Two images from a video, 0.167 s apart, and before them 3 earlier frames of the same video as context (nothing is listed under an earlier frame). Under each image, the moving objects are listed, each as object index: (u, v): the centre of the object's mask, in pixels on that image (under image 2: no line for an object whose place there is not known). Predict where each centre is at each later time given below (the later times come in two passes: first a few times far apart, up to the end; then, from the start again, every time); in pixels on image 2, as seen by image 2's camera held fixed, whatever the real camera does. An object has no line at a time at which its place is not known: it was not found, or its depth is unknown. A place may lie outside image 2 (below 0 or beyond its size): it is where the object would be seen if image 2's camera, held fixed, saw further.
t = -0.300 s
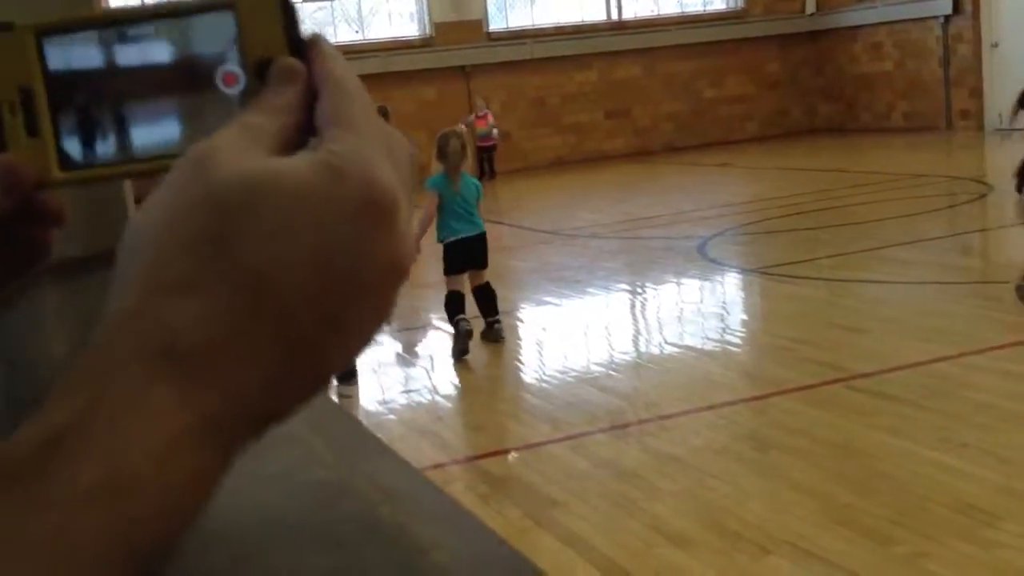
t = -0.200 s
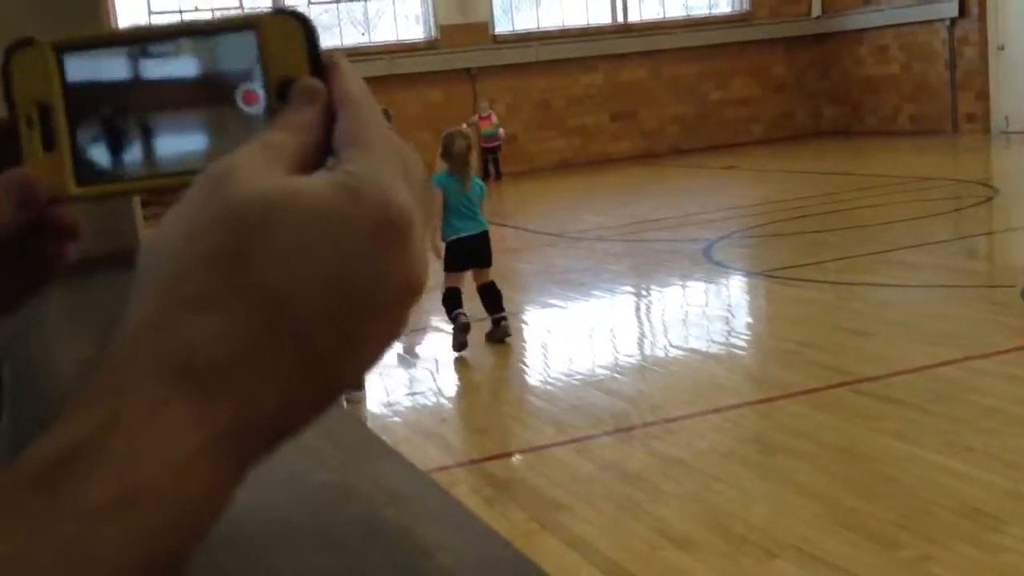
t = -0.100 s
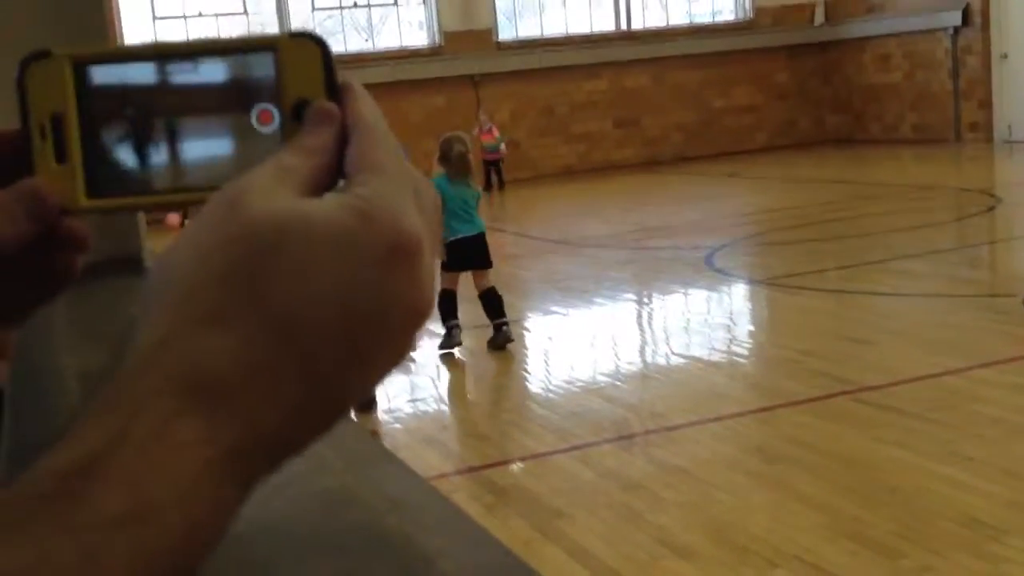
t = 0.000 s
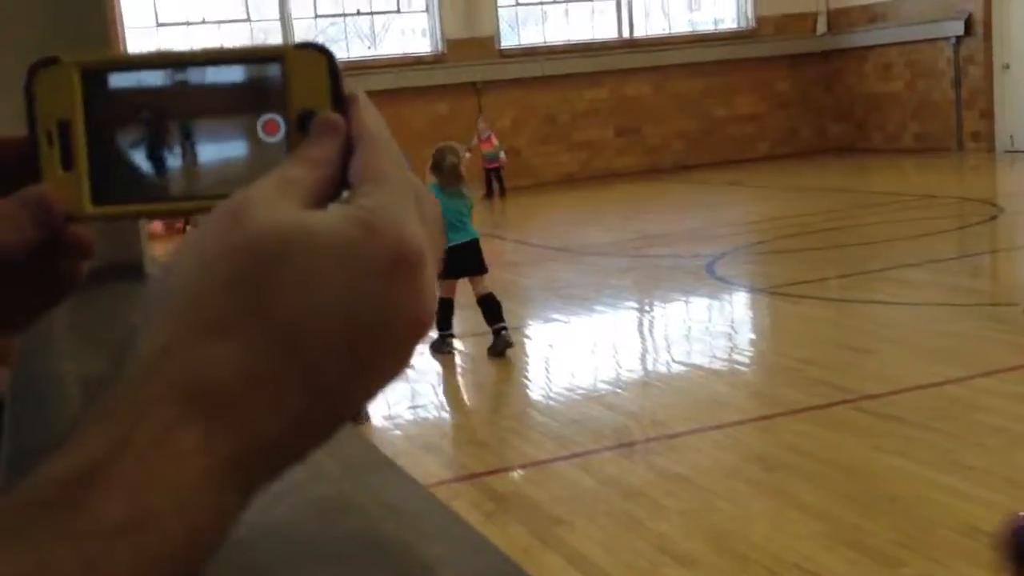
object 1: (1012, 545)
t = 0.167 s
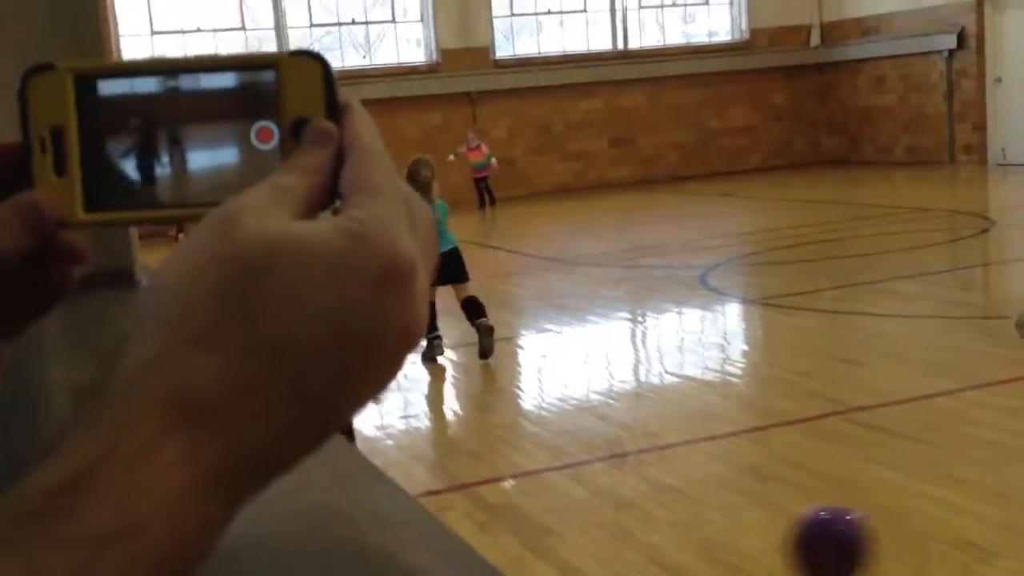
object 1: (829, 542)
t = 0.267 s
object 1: (722, 537)
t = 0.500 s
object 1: (500, 526)
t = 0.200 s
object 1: (793, 540)
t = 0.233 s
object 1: (758, 540)
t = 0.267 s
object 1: (722, 537)
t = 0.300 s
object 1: (687, 534)
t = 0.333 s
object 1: (654, 534)
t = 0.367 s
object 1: (620, 531)
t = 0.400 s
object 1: (589, 529)
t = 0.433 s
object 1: (558, 529)
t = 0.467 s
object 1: (529, 528)
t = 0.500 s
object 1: (500, 526)
